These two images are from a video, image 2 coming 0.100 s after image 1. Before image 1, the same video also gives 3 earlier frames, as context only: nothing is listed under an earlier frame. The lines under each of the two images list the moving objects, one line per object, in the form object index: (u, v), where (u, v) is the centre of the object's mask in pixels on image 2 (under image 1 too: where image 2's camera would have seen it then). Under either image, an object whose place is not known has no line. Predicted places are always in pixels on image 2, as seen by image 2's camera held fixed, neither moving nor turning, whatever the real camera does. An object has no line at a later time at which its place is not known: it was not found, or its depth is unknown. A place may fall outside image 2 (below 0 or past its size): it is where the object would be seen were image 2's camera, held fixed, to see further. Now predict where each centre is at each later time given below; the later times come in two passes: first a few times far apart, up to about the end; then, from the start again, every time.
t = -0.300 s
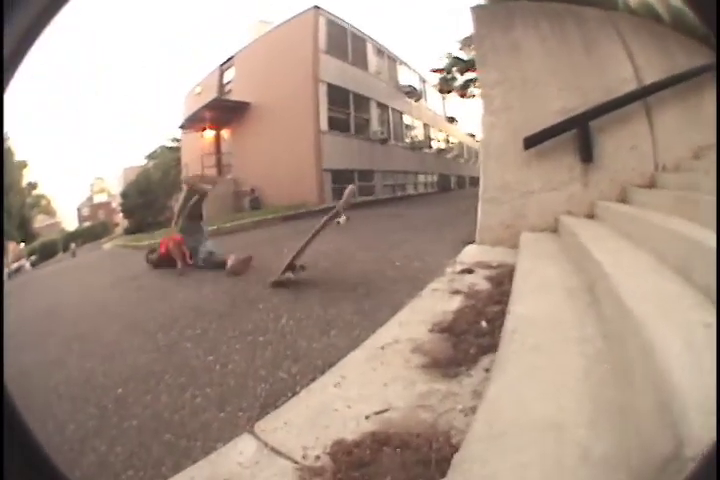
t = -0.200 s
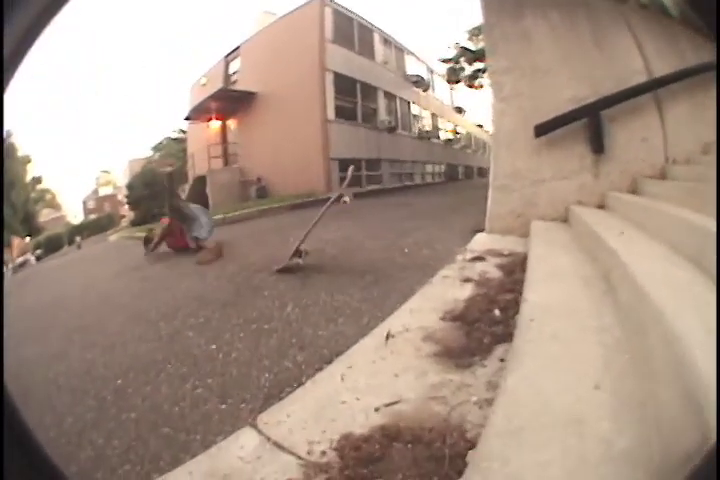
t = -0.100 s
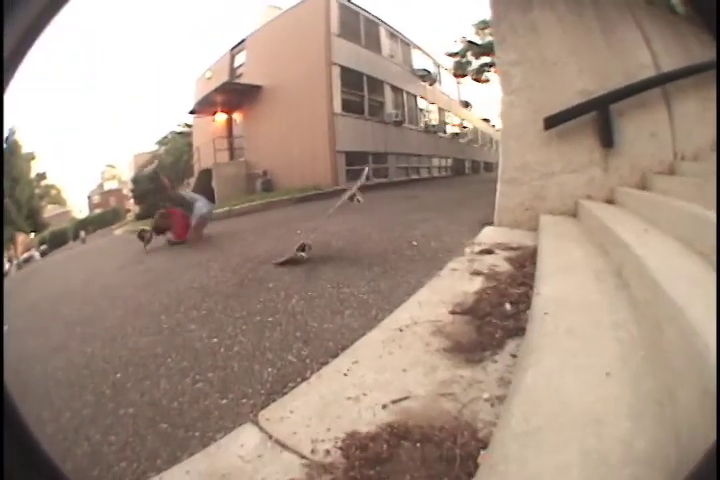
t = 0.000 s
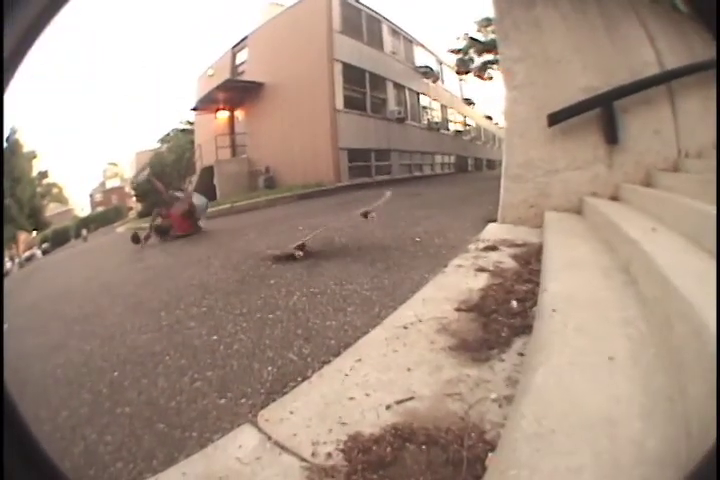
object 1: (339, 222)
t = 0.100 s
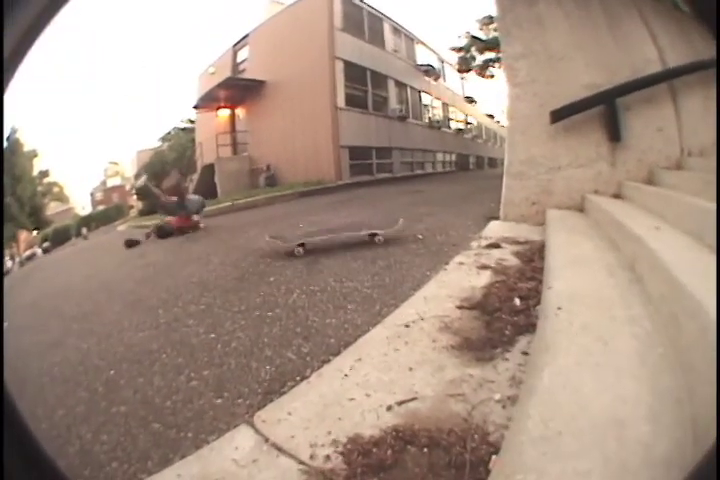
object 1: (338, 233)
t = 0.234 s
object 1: (339, 233)
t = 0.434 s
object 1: (339, 235)
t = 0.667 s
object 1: (338, 237)
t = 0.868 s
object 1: (338, 238)
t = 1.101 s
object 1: (338, 239)
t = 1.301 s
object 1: (339, 240)
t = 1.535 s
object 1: (341, 242)
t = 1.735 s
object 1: (341, 244)
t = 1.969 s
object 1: (340, 245)
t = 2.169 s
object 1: (343, 244)
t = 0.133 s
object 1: (336, 232)
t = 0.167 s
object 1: (336, 232)
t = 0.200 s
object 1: (337, 231)
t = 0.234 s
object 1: (339, 233)
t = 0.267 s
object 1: (339, 235)
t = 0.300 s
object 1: (339, 234)
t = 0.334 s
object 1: (338, 235)
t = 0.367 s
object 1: (339, 235)
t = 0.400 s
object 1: (339, 235)
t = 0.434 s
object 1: (339, 235)
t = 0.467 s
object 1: (339, 235)
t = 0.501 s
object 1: (338, 235)
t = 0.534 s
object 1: (339, 235)
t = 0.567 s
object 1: (338, 236)
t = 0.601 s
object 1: (338, 236)
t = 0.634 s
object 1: (338, 236)
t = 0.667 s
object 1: (338, 237)
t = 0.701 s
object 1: (338, 237)
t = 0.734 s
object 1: (338, 237)
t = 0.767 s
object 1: (338, 237)
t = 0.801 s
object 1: (337, 237)
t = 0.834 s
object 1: (337, 238)
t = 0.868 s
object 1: (338, 238)
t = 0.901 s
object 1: (337, 238)
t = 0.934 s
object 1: (338, 238)
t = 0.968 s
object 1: (337, 239)
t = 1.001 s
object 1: (337, 239)
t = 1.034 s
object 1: (337, 239)
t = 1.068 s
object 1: (338, 239)
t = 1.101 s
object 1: (338, 239)
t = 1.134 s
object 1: (338, 239)
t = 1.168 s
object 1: (338, 239)
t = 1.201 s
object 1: (338, 240)
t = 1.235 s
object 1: (338, 240)
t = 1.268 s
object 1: (338, 240)
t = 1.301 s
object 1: (339, 240)
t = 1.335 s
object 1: (339, 241)
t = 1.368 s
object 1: (339, 241)
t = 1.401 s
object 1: (340, 241)
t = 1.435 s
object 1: (340, 241)
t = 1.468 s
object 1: (340, 242)
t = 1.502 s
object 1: (340, 242)
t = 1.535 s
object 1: (341, 242)
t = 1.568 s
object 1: (341, 243)
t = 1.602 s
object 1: (341, 243)
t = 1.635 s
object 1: (340, 244)
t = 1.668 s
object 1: (340, 244)
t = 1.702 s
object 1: (341, 244)
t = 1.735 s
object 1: (341, 244)
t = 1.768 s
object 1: (341, 245)
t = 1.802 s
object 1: (340, 245)
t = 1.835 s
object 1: (341, 245)
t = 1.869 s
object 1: (341, 245)
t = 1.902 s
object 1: (340, 245)
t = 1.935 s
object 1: (341, 245)
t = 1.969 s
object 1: (340, 245)
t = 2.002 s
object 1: (340, 245)
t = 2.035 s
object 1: (341, 244)
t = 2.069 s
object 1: (342, 244)
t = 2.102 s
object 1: (342, 244)
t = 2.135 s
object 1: (342, 244)
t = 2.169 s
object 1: (343, 244)
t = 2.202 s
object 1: (342, 245)
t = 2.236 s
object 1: (342, 245)
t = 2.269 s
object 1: (343, 245)
